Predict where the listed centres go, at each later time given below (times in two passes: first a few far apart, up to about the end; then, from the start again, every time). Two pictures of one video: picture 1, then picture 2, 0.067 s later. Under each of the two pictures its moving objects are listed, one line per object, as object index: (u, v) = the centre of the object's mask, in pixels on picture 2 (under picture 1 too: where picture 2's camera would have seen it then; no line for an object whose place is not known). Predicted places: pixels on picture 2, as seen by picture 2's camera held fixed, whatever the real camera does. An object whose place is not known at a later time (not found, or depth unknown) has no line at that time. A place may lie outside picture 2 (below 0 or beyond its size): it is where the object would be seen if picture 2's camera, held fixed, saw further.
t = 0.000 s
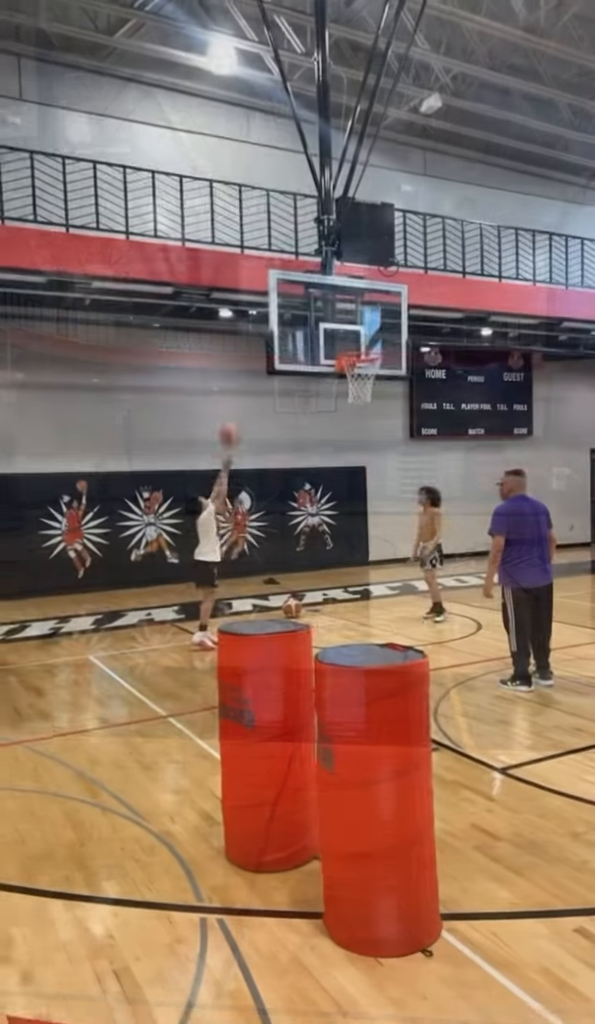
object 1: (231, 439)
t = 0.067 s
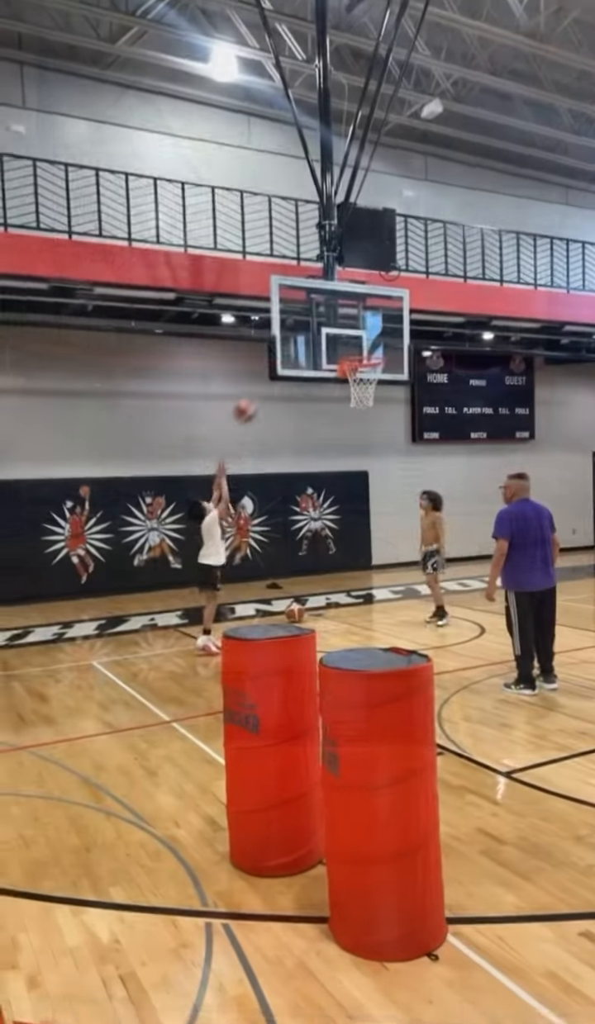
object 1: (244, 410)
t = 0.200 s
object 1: (269, 366)
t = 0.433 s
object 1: (309, 328)
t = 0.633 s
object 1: (344, 337)
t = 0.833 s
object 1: (370, 368)
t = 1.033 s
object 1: (374, 383)
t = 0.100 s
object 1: (249, 397)
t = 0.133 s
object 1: (256, 385)
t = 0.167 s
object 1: (263, 374)
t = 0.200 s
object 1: (269, 366)
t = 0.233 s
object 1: (274, 356)
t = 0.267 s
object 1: (280, 349)
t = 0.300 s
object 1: (287, 341)
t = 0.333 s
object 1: (292, 337)
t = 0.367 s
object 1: (298, 333)
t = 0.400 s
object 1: (304, 329)
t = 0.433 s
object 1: (309, 328)
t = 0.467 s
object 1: (314, 327)
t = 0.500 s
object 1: (320, 327)
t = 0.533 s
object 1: (325, 328)
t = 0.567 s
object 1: (331, 330)
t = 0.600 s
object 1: (337, 333)
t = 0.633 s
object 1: (344, 337)
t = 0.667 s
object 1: (348, 342)
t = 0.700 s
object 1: (353, 347)
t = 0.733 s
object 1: (358, 351)
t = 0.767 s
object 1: (364, 354)
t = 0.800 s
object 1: (367, 366)
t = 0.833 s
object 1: (370, 368)
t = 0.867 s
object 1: (374, 373)
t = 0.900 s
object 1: (377, 377)
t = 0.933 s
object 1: (378, 379)
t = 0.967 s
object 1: (377, 381)
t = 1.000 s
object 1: (375, 382)
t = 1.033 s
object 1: (374, 383)
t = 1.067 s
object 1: (372, 385)
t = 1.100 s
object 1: (370, 388)
